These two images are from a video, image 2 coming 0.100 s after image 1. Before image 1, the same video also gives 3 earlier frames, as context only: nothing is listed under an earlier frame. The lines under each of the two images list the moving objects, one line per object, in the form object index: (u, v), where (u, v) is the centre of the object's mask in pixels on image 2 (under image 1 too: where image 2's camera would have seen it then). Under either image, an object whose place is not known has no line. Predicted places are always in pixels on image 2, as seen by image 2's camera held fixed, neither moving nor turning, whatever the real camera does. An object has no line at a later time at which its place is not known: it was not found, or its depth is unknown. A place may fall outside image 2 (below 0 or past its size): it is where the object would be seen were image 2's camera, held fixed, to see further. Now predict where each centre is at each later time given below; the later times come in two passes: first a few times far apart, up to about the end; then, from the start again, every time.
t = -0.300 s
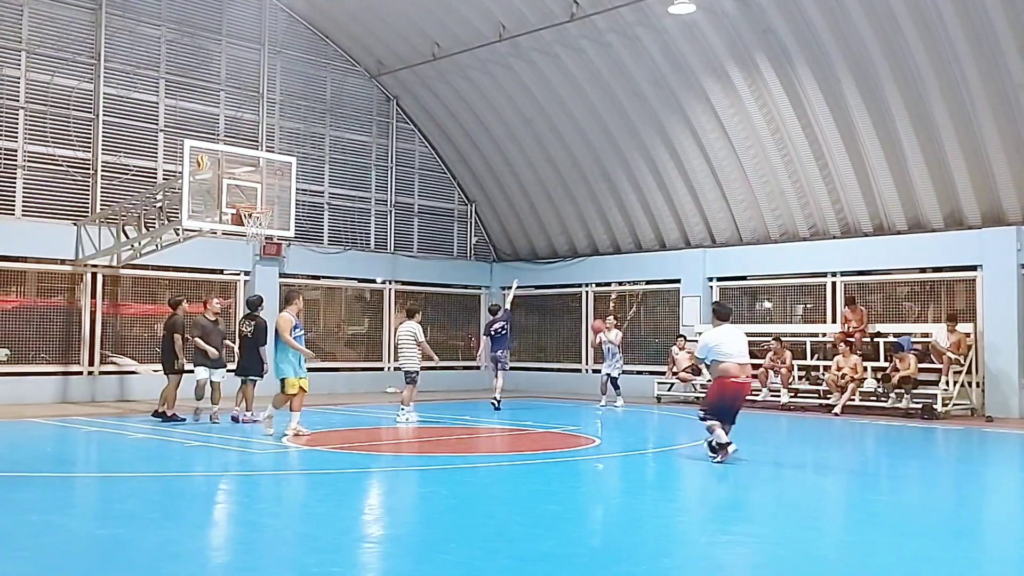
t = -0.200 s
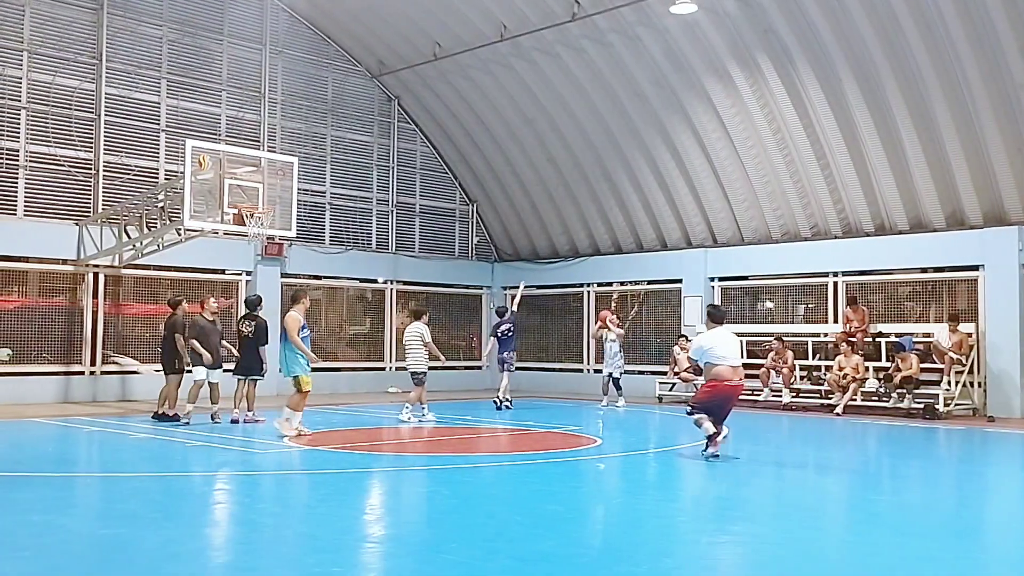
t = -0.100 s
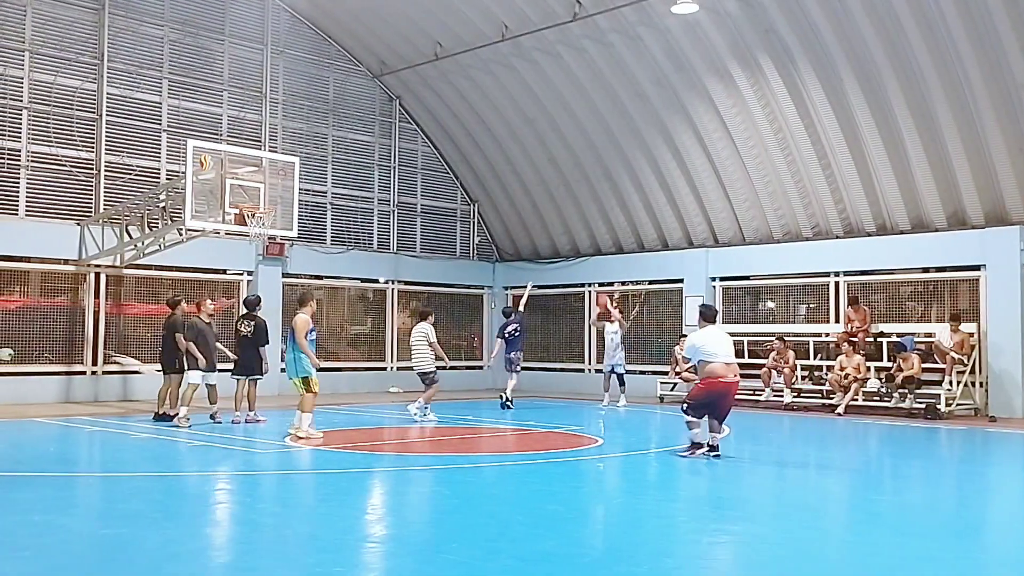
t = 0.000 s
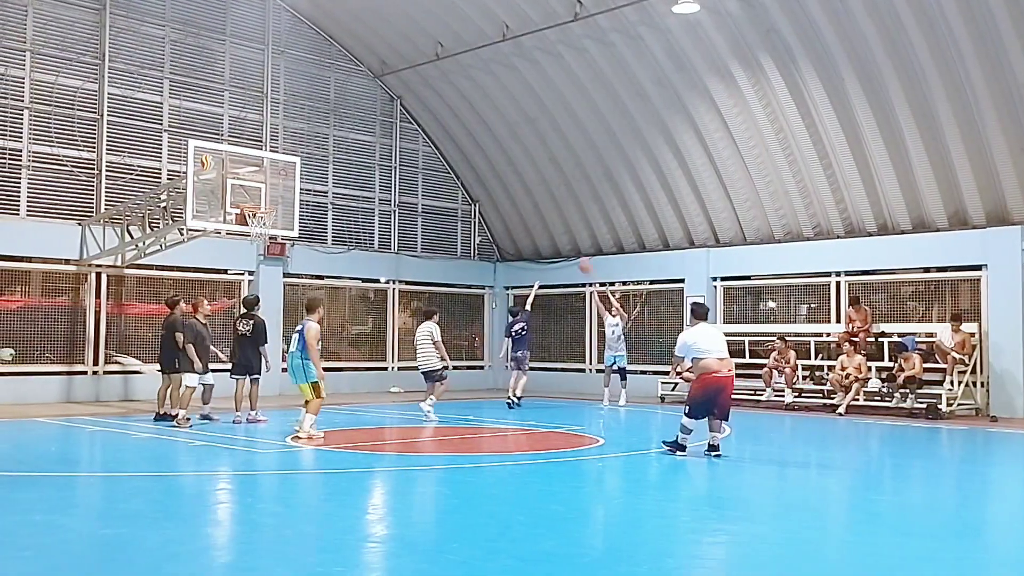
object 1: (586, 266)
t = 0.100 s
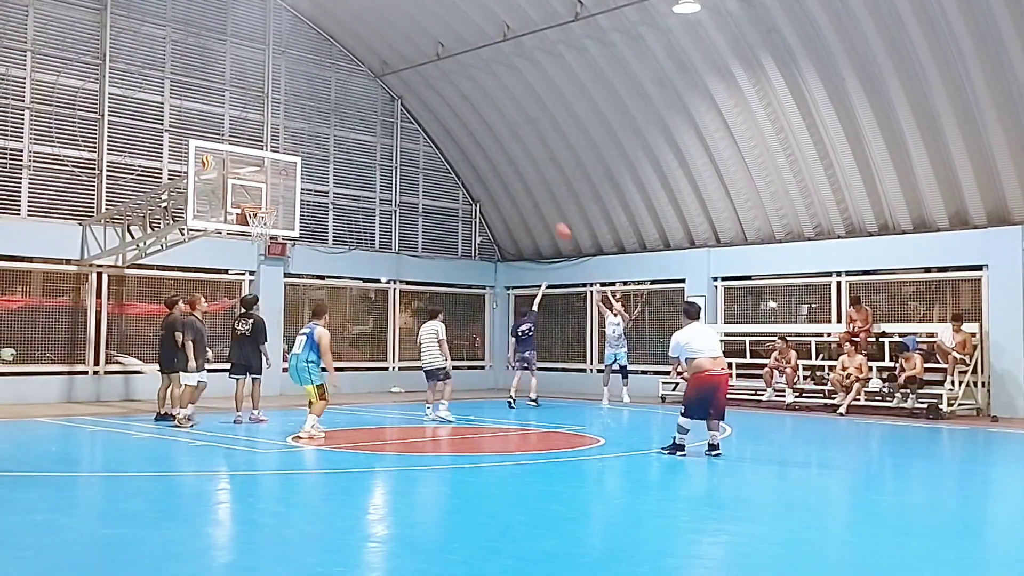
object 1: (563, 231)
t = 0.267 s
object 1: (523, 186)
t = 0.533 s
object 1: (455, 142)
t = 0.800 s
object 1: (383, 137)
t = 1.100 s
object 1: (293, 186)
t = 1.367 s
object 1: (240, 171)
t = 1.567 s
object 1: (205, 165)
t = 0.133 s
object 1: (554, 221)
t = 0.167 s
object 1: (546, 212)
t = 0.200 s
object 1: (539, 202)
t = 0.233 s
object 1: (531, 194)
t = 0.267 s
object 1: (523, 186)
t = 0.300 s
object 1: (515, 179)
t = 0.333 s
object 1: (506, 171)
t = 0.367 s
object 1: (498, 164)
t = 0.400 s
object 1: (490, 160)
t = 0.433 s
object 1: (481, 154)
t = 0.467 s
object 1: (472, 149)
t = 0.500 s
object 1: (464, 145)
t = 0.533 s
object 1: (455, 142)
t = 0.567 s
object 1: (447, 139)
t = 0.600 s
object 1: (437, 136)
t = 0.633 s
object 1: (429, 135)
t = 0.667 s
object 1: (420, 134)
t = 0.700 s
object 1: (411, 134)
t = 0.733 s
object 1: (402, 134)
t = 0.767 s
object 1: (392, 135)
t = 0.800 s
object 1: (383, 137)
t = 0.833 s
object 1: (375, 140)
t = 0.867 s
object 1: (365, 143)
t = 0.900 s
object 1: (355, 146)
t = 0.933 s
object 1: (345, 151)
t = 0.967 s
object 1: (336, 156)
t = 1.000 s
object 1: (326, 162)
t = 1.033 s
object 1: (315, 169)
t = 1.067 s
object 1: (307, 178)
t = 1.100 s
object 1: (293, 186)
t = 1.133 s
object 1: (285, 195)
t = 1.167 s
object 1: (276, 202)
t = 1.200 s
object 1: (271, 197)
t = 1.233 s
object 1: (264, 190)
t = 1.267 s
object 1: (258, 184)
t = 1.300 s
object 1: (252, 179)
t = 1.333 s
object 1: (246, 176)
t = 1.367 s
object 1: (240, 171)
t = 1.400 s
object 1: (235, 168)
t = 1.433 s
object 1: (228, 166)
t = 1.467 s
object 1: (222, 165)
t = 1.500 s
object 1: (217, 165)
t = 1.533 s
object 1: (210, 164)
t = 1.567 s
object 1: (205, 165)
